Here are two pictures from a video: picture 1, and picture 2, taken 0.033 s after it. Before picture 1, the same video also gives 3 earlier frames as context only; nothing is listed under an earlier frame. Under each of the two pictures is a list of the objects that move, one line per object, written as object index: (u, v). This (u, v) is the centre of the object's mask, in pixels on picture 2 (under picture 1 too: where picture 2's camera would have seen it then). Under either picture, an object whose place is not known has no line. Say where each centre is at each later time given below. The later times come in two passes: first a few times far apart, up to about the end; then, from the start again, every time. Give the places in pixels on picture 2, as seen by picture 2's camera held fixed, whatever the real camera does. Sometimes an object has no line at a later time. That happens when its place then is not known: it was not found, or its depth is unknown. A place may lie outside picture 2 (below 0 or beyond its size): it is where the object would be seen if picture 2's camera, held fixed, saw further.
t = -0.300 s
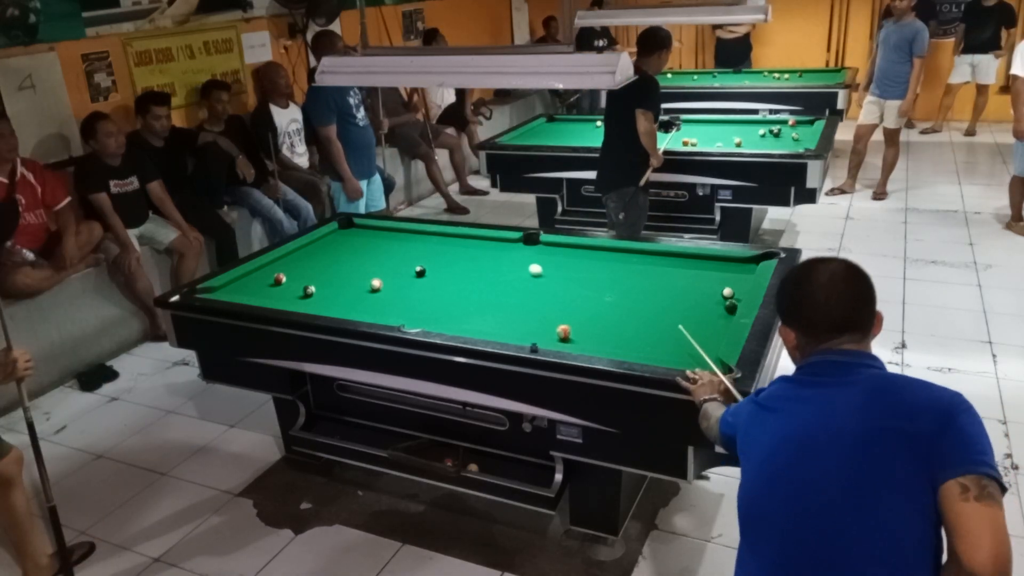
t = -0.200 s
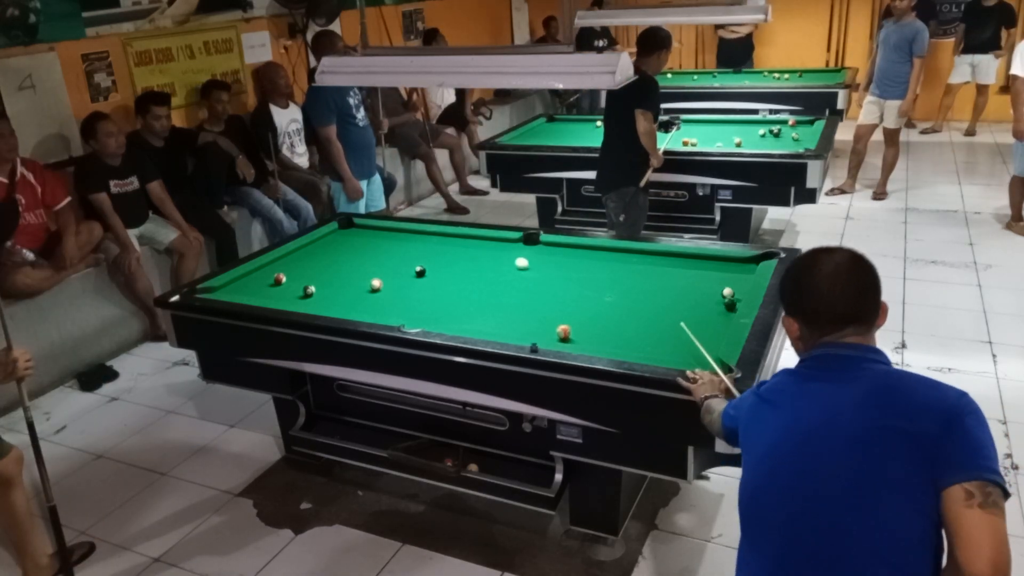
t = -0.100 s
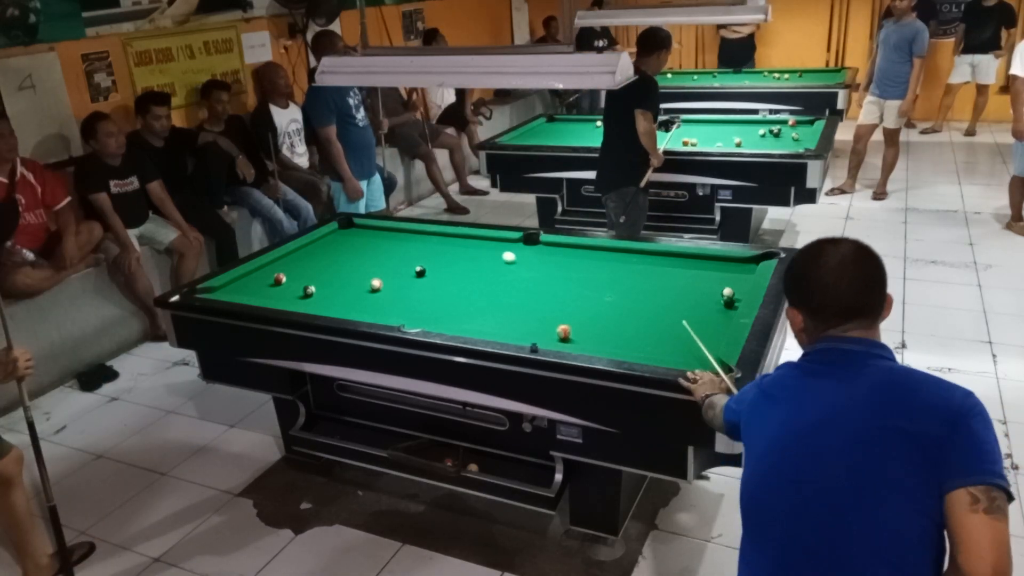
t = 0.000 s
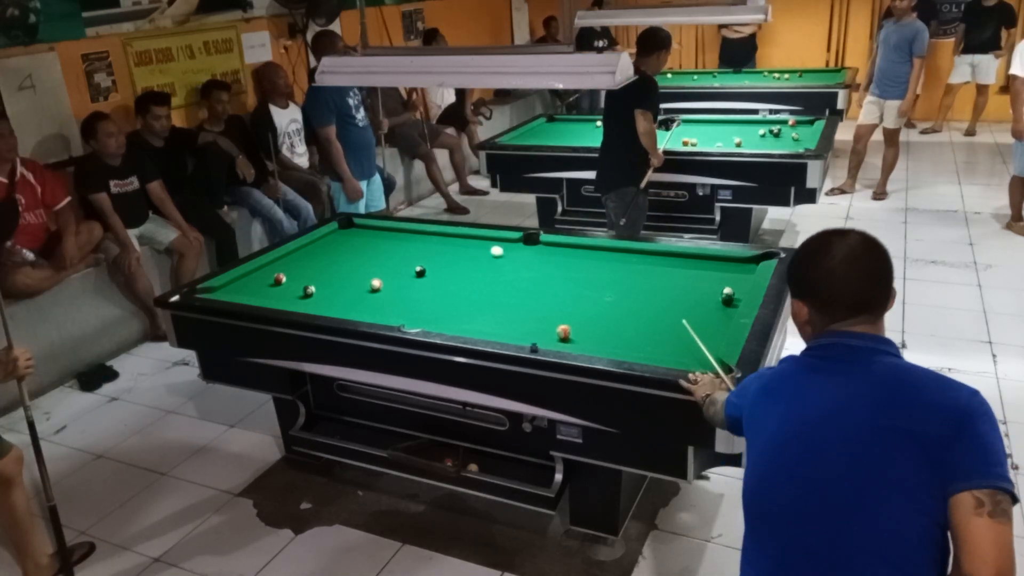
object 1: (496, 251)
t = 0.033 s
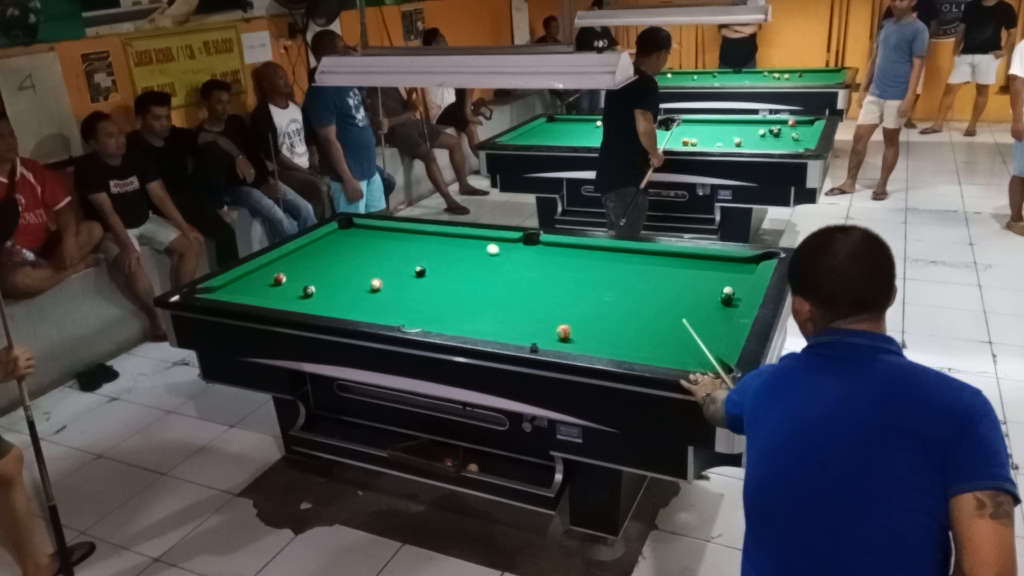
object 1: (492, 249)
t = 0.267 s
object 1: (468, 238)
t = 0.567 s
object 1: (427, 240)
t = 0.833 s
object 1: (390, 243)
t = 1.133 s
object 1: (352, 246)
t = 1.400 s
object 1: (320, 250)
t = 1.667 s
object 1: (293, 253)
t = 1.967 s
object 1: (300, 258)
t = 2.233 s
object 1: (307, 263)
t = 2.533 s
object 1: (312, 267)
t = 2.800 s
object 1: (316, 271)
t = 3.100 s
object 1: (320, 274)
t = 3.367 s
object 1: (323, 276)
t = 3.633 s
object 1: (325, 277)
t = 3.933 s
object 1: (327, 278)
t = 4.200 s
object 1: (327, 278)
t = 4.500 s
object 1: (326, 278)
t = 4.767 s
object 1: (327, 278)
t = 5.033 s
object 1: (326, 279)
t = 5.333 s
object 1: (326, 279)
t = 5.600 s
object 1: (326, 279)
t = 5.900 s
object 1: (326, 279)
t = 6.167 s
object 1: (326, 279)
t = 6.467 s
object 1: (326, 279)
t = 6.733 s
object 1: (326, 279)
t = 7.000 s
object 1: (326, 279)
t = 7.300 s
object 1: (326, 279)
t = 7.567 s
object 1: (326, 279)
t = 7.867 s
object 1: (326, 279)
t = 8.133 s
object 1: (326, 279)
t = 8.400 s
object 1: (326, 279)
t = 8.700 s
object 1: (326, 279)
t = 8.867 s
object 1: (326, 279)
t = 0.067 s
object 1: (489, 248)
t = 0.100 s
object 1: (485, 246)
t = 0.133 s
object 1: (482, 244)
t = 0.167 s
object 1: (478, 243)
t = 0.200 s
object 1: (475, 241)
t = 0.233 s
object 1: (471, 239)
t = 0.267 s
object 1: (468, 238)
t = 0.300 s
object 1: (465, 236)
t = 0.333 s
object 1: (460, 237)
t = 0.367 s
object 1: (455, 237)
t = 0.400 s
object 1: (450, 238)
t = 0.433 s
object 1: (445, 238)
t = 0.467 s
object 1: (441, 239)
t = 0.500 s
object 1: (436, 239)
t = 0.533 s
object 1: (431, 239)
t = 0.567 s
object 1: (427, 240)
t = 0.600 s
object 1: (422, 240)
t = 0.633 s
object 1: (417, 240)
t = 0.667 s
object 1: (412, 241)
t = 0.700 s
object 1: (408, 241)
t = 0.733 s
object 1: (403, 242)
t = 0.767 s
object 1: (399, 242)
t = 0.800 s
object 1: (395, 243)
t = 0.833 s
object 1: (390, 243)
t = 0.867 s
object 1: (386, 244)
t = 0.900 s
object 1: (381, 244)
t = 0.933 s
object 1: (377, 244)
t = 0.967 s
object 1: (373, 245)
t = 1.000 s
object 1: (369, 245)
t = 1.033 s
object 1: (364, 245)
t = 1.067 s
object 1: (360, 246)
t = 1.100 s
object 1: (356, 246)
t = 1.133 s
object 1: (352, 246)
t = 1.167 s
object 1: (348, 247)
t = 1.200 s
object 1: (344, 247)
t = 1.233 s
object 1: (340, 248)
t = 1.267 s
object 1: (336, 248)
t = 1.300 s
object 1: (332, 248)
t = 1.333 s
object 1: (328, 249)
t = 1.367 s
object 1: (324, 249)
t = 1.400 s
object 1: (320, 250)
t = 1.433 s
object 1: (316, 250)
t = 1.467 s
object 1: (313, 250)
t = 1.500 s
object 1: (309, 251)
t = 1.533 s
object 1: (305, 251)
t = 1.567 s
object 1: (301, 251)
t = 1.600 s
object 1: (298, 252)
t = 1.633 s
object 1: (294, 252)
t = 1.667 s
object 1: (293, 253)
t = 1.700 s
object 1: (294, 253)
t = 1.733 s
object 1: (295, 254)
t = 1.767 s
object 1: (296, 255)
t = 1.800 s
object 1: (296, 255)
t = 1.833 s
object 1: (297, 256)
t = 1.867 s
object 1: (298, 257)
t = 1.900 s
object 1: (299, 257)
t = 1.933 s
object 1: (300, 258)
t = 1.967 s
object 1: (300, 258)
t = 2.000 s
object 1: (301, 259)
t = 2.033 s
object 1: (302, 259)
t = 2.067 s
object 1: (303, 260)
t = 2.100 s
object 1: (304, 261)
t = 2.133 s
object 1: (304, 261)
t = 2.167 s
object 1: (305, 262)
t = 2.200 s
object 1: (306, 262)
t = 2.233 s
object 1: (307, 263)
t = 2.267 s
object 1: (307, 263)
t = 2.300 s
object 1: (308, 264)
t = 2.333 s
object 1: (309, 264)
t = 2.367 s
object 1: (309, 265)
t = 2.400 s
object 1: (310, 265)
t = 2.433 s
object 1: (311, 266)
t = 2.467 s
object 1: (311, 266)
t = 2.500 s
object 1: (312, 267)
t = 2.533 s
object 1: (312, 267)
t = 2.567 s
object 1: (313, 268)
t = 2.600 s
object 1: (313, 268)
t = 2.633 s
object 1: (314, 269)
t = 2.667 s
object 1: (314, 269)
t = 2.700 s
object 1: (315, 269)
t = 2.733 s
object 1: (316, 270)
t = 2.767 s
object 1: (316, 270)
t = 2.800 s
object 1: (316, 271)
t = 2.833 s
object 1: (317, 271)
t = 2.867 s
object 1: (317, 272)
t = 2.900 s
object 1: (318, 272)
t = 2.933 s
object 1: (318, 272)
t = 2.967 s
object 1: (318, 273)
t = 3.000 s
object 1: (319, 273)
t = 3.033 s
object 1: (319, 273)
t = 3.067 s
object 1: (320, 274)
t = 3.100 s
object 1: (320, 274)
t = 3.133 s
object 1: (321, 274)
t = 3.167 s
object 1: (321, 275)
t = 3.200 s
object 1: (321, 275)
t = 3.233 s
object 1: (322, 275)
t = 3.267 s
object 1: (322, 275)
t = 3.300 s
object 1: (322, 276)
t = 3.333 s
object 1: (323, 276)
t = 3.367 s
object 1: (323, 276)
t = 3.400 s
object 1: (323, 276)
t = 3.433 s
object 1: (323, 277)
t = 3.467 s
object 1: (324, 277)
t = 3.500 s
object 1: (324, 277)
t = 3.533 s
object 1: (324, 277)
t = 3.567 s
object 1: (325, 277)
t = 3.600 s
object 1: (325, 277)
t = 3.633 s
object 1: (325, 277)
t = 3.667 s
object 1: (325, 278)
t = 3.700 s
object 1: (325, 278)
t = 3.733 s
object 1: (326, 278)
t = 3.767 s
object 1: (326, 278)
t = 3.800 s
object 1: (326, 278)
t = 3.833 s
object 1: (326, 278)
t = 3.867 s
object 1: (326, 278)
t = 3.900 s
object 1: (327, 278)
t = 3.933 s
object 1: (327, 278)
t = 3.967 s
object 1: (327, 278)
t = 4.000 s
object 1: (327, 278)
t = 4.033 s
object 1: (327, 278)
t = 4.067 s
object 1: (327, 278)
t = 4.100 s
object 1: (326, 278)
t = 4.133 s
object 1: (327, 278)
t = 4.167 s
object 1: (327, 278)
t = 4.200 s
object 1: (327, 278)
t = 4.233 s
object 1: (327, 278)
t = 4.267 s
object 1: (327, 278)
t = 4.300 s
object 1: (326, 278)
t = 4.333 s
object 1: (326, 278)
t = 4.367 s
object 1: (327, 278)
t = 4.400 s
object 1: (327, 278)
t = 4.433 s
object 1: (327, 278)
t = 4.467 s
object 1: (327, 278)
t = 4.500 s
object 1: (326, 278)
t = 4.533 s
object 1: (327, 278)
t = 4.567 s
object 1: (327, 278)
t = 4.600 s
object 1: (327, 278)
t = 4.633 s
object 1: (327, 278)
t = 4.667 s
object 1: (327, 278)
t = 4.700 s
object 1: (327, 278)
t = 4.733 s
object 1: (327, 278)
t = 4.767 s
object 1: (327, 278)
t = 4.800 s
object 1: (326, 278)
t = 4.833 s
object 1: (326, 278)
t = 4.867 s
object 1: (326, 278)
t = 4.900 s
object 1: (326, 278)
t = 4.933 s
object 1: (326, 279)
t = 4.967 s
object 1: (326, 278)
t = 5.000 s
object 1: (326, 279)
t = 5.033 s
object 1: (326, 279)
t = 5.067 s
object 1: (326, 279)
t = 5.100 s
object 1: (326, 279)
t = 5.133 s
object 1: (326, 279)
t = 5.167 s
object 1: (326, 279)
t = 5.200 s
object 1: (326, 279)
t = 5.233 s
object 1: (326, 279)
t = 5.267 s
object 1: (326, 279)
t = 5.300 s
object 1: (326, 279)
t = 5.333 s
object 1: (326, 279)
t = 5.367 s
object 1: (326, 279)
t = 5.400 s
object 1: (326, 279)
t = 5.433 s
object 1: (326, 279)
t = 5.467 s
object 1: (326, 279)
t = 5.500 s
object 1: (326, 279)
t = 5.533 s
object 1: (326, 279)
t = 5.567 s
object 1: (326, 279)
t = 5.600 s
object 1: (326, 279)
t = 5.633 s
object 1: (326, 279)
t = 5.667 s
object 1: (326, 279)
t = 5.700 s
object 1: (326, 279)
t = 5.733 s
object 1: (326, 279)
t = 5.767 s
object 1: (326, 279)
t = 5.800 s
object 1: (326, 279)
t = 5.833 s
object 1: (326, 279)
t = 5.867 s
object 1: (326, 279)
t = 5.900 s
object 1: (326, 279)
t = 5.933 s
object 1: (326, 279)
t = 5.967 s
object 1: (326, 279)
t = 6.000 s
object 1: (326, 279)
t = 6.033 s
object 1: (326, 279)
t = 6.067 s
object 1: (326, 279)
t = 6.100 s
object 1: (326, 279)
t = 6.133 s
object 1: (326, 279)
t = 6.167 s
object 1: (326, 279)
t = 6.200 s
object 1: (326, 279)
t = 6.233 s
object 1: (326, 279)
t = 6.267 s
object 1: (326, 279)
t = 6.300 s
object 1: (326, 279)
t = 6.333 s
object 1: (326, 279)
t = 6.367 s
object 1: (326, 279)
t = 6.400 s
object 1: (326, 279)
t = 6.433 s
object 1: (326, 279)
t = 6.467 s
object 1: (326, 279)
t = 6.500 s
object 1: (326, 279)
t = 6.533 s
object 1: (326, 279)
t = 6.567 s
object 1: (326, 279)
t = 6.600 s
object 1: (326, 279)
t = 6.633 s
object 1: (326, 279)
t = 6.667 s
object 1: (326, 279)
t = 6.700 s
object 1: (326, 279)
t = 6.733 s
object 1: (326, 279)
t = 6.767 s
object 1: (326, 279)
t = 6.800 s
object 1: (326, 279)
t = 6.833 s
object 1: (326, 279)
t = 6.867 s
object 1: (326, 279)
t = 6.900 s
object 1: (326, 279)
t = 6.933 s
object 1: (326, 279)
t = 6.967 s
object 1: (326, 279)
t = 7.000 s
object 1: (326, 279)
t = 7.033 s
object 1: (326, 279)
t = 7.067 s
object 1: (326, 279)
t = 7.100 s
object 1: (326, 279)
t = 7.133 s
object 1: (326, 279)
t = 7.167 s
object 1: (326, 279)
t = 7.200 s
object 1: (326, 279)
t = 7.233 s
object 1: (326, 279)
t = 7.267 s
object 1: (326, 279)
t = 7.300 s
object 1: (326, 279)
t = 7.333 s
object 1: (326, 279)
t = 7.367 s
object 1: (326, 279)
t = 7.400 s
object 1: (326, 279)
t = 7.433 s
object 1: (326, 279)
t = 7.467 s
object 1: (326, 279)
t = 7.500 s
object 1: (326, 279)
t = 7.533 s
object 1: (326, 279)
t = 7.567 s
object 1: (326, 279)
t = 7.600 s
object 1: (326, 279)
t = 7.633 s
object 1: (326, 279)
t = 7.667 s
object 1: (326, 279)
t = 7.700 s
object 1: (326, 279)
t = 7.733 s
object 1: (326, 279)
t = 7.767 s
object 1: (326, 279)
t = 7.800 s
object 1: (326, 279)
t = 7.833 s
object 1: (326, 279)
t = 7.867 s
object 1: (326, 279)
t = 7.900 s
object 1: (326, 279)
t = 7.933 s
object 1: (326, 279)
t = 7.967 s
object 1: (326, 279)
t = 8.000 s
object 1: (326, 279)
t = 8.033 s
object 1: (326, 279)
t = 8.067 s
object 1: (326, 279)
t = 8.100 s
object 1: (326, 279)
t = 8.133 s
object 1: (326, 279)
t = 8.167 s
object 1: (326, 279)
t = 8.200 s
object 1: (326, 279)
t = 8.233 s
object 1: (326, 279)
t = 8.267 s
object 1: (326, 279)
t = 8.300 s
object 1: (326, 279)
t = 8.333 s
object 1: (326, 279)
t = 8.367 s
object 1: (326, 279)
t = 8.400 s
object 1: (326, 279)
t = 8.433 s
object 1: (326, 279)
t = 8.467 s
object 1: (326, 279)
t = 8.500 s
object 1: (326, 279)
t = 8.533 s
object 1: (326, 279)
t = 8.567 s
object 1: (326, 279)
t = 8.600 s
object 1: (326, 279)
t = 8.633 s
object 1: (326, 279)
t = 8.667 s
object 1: (326, 279)
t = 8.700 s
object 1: (326, 279)
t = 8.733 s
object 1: (326, 279)
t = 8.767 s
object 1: (326, 279)
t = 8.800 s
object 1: (326, 279)
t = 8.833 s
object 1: (326, 279)
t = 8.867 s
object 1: (326, 279)
